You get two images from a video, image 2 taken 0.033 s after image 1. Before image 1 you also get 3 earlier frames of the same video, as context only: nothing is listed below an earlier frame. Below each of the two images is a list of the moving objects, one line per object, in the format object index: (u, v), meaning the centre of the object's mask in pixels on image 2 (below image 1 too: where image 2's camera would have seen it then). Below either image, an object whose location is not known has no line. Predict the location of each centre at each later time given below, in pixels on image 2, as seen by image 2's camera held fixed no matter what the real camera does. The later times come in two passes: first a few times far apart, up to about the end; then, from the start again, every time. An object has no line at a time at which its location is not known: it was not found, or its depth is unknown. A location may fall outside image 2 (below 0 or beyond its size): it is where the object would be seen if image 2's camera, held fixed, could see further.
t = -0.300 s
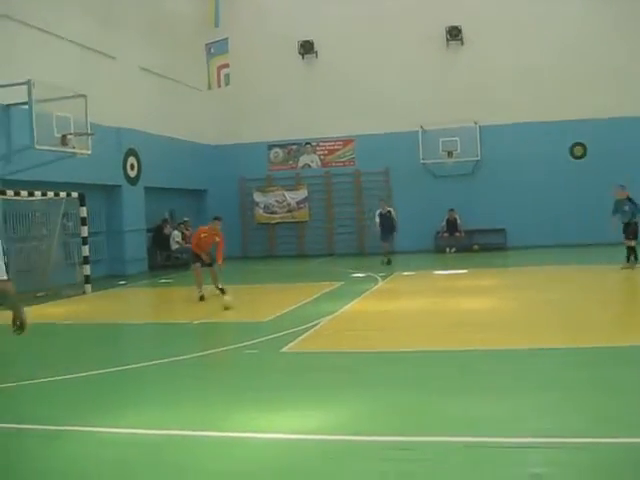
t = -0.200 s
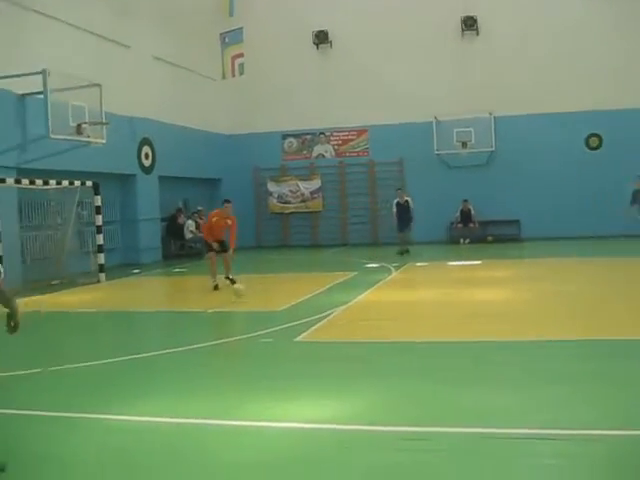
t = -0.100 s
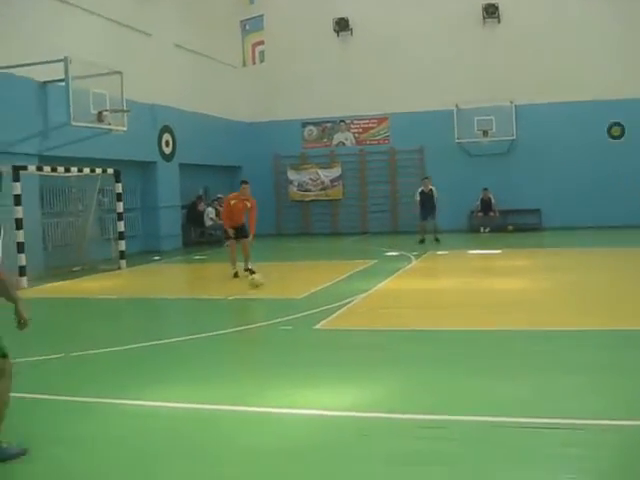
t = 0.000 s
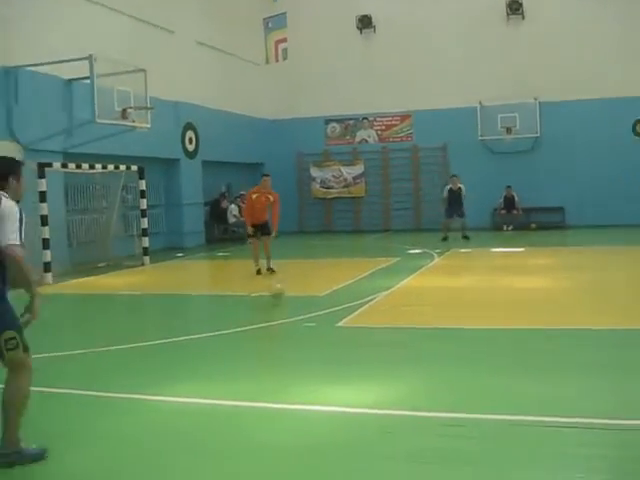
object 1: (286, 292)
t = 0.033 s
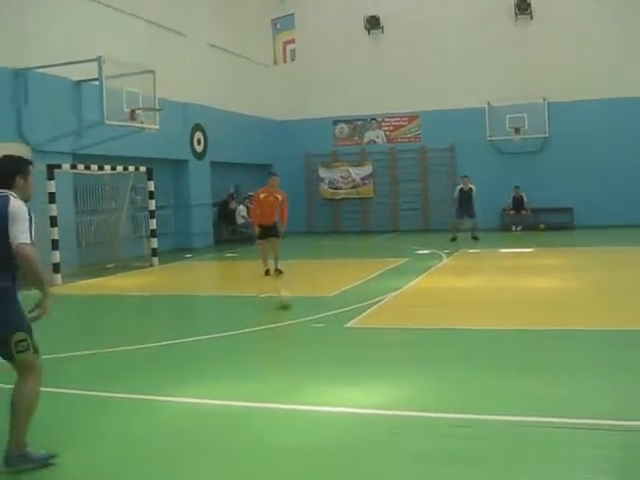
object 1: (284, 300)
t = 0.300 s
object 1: (276, 325)
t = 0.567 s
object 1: (265, 359)
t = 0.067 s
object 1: (284, 303)
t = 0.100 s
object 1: (282, 304)
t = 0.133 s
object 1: (281, 304)
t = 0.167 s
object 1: (281, 309)
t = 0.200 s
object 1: (280, 312)
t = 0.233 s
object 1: (279, 315)
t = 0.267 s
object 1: (278, 322)
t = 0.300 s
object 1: (276, 325)
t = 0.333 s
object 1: (275, 327)
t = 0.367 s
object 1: (275, 331)
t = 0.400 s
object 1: (273, 334)
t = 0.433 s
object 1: (273, 339)
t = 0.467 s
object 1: (270, 347)
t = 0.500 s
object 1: (269, 352)
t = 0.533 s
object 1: (267, 356)
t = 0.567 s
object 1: (265, 359)
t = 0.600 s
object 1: (263, 366)
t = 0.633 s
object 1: (260, 375)
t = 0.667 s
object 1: (258, 387)
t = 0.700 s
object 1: (256, 397)
